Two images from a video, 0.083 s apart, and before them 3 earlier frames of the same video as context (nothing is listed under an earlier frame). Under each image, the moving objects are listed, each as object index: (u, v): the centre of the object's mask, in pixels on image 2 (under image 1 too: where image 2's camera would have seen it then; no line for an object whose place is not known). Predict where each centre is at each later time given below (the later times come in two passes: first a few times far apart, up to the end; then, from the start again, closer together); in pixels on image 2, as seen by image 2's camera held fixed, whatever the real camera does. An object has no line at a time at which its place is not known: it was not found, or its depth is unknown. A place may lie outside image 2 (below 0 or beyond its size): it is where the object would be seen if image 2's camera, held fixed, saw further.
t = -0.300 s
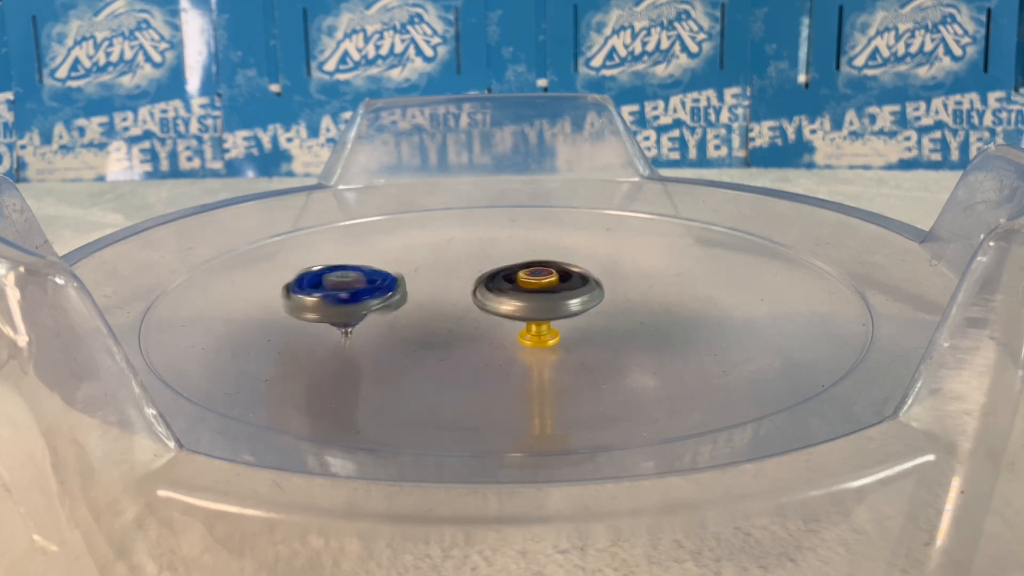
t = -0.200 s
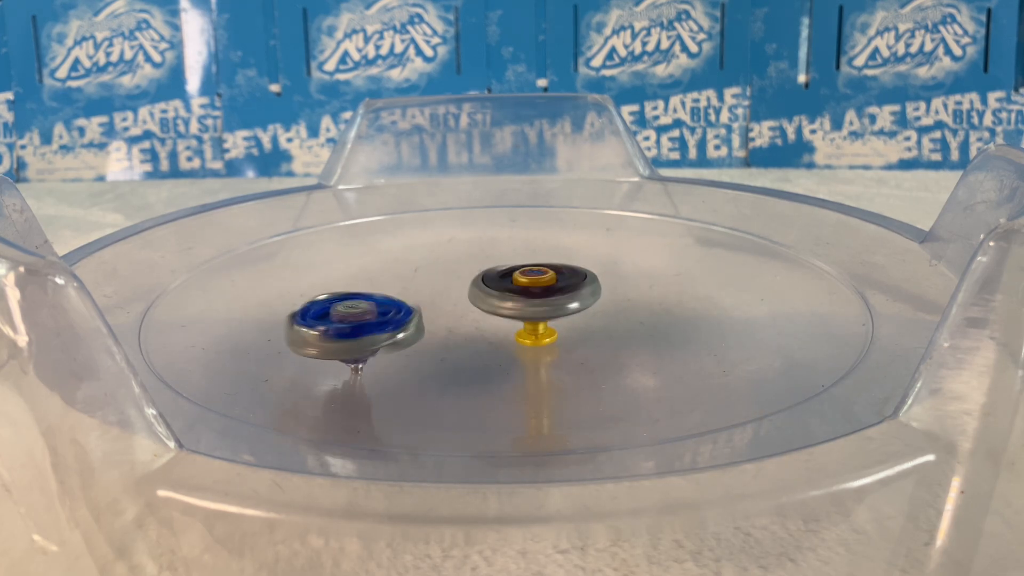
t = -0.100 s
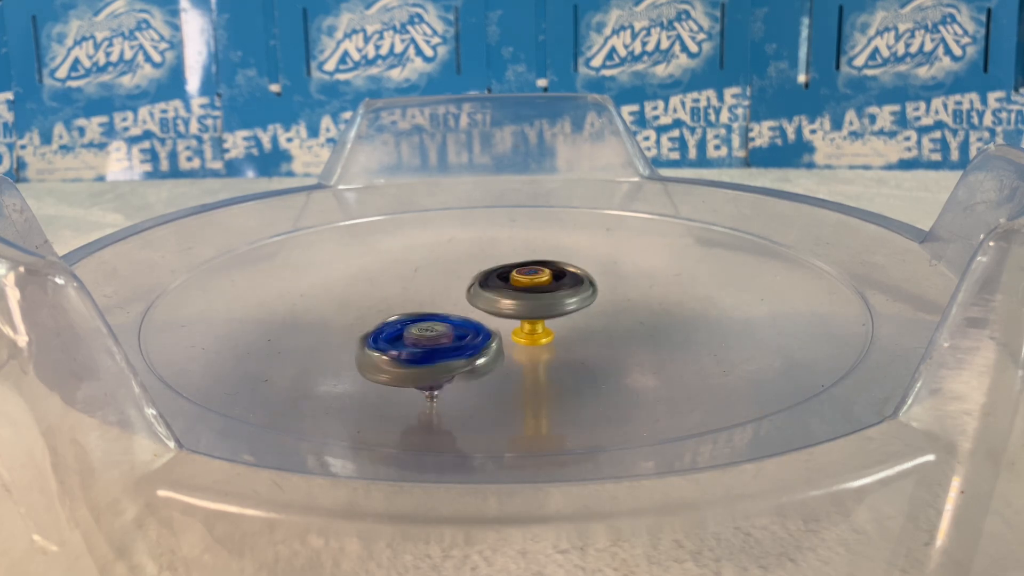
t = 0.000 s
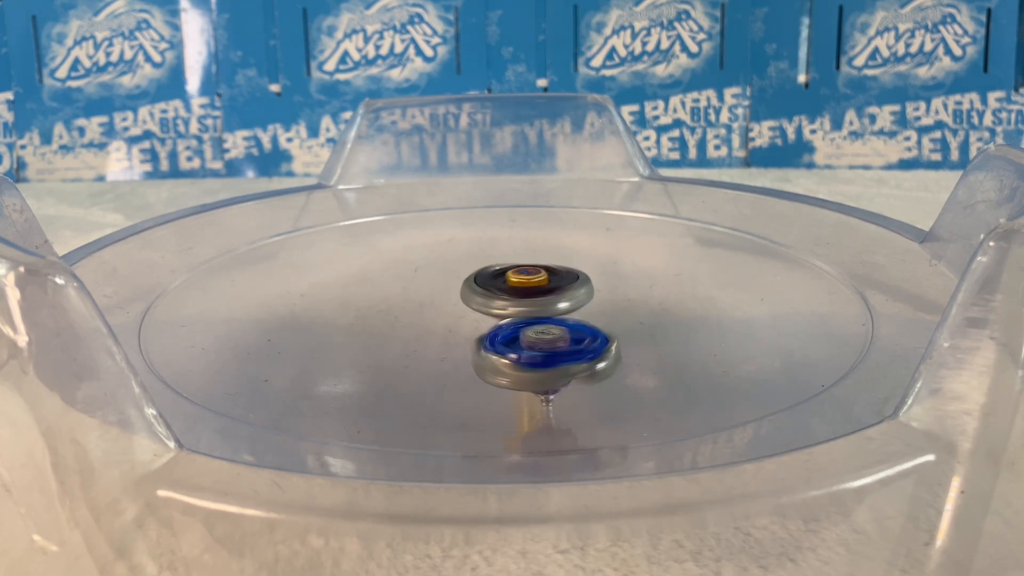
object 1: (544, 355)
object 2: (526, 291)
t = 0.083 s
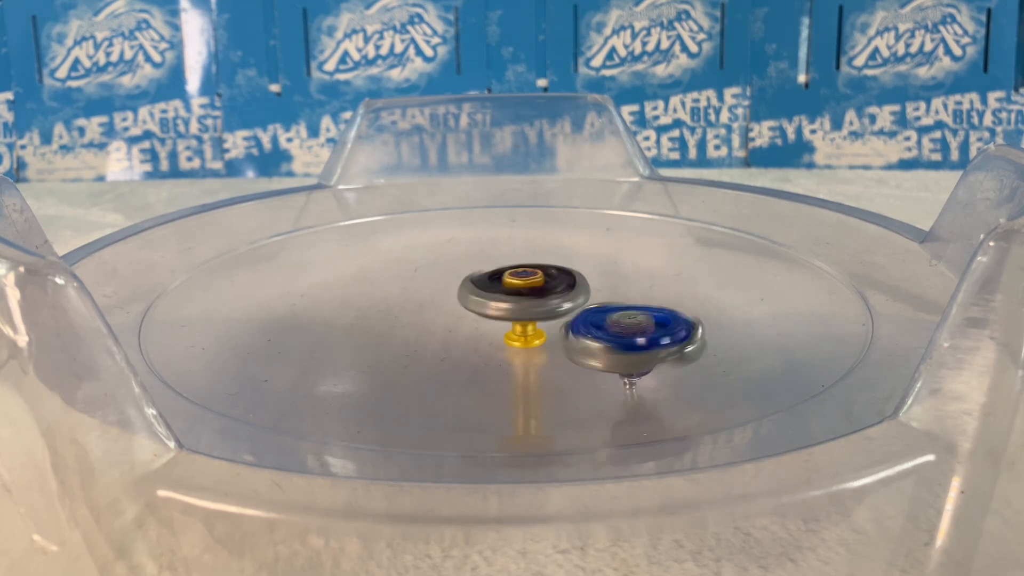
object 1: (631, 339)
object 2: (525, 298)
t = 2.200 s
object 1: (583, 345)
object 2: (497, 297)
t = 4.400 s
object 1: (602, 340)
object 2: (519, 298)
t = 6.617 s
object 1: (641, 325)
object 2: (503, 294)
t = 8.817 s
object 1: (303, 371)
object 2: (692, 192)
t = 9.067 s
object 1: (449, 348)
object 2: (605, 168)
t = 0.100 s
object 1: (644, 334)
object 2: (524, 298)
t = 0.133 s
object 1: (665, 325)
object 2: (522, 298)
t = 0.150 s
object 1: (672, 319)
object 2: (524, 298)
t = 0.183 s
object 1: (681, 308)
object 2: (522, 298)
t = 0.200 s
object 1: (682, 302)
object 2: (522, 298)
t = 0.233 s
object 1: (680, 292)
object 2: (522, 298)
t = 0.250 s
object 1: (676, 286)
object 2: (521, 299)
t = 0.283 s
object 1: (665, 278)
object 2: (521, 299)
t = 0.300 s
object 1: (657, 273)
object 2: (520, 299)
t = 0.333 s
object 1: (639, 266)
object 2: (519, 300)
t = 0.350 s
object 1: (629, 262)
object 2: (520, 300)
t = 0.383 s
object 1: (606, 257)
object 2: (517, 300)
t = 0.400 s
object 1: (594, 254)
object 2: (517, 300)
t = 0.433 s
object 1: (570, 249)
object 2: (517, 300)
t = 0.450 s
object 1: (556, 248)
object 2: (515, 301)
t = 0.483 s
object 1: (528, 246)
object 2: (516, 301)
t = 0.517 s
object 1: (500, 246)
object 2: (513, 301)
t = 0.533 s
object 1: (487, 247)
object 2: (513, 301)
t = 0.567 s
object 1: (460, 249)
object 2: (513, 300)
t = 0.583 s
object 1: (446, 251)
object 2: (511, 300)
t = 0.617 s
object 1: (421, 255)
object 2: (512, 301)
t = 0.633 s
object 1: (409, 258)
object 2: (511, 300)
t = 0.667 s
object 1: (387, 263)
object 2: (510, 301)
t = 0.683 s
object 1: (376, 267)
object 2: (511, 301)
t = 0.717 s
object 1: (358, 275)
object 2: (508, 301)
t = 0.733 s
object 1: (350, 279)
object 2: (509, 301)
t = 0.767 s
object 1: (338, 288)
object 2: (508, 300)
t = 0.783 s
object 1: (335, 293)
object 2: (507, 301)
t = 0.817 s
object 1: (331, 303)
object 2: (508, 300)
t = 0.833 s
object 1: (332, 309)
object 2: (506, 300)
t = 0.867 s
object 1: (339, 320)
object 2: (505, 301)
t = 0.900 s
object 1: (354, 330)
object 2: (504, 300)
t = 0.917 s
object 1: (364, 336)
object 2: (503, 301)
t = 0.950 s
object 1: (390, 344)
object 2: (503, 300)
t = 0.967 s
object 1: (406, 347)
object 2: (502, 300)
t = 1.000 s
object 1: (440, 353)
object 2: (504, 296)
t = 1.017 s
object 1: (459, 355)
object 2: (503, 293)
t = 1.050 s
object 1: (498, 355)
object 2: (501, 293)
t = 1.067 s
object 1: (518, 354)
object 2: (502, 293)
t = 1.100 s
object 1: (556, 351)
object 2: (498, 295)
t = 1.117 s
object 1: (574, 348)
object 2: (499, 297)
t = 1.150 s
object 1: (607, 341)
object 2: (500, 299)
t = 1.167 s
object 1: (622, 336)
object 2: (499, 299)
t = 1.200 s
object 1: (645, 328)
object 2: (501, 298)
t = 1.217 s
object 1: (655, 322)
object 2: (499, 298)
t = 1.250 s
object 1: (667, 311)
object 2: (500, 299)
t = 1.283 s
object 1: (672, 301)
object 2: (497, 298)
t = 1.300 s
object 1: (672, 295)
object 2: (497, 298)
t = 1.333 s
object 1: (666, 286)
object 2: (497, 298)
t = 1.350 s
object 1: (662, 281)
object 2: (495, 298)
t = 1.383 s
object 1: (649, 272)
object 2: (496, 298)
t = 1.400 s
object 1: (642, 268)
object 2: (495, 298)
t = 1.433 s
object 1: (623, 260)
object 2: (495, 298)
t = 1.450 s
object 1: (613, 257)
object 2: (495, 297)
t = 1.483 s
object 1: (590, 252)
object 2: (493, 298)
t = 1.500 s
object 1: (579, 249)
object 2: (494, 298)
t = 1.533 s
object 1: (554, 246)
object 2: (493, 298)
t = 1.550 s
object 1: (541, 244)
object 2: (494, 298)
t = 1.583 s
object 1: (515, 242)
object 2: (493, 298)
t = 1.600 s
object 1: (502, 243)
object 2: (493, 298)
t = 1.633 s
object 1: (475, 243)
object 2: (495, 297)
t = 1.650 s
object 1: (462, 244)
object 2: (493, 298)
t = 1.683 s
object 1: (437, 249)
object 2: (495, 298)
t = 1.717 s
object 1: (412, 255)
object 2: (493, 297)
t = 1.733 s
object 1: (402, 258)
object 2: (493, 297)
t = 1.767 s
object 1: (382, 265)
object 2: (493, 297)
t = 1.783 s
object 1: (373, 269)
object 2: (493, 297)
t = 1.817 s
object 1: (358, 277)
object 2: (493, 297)
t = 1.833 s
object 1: (352, 282)
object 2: (492, 297)
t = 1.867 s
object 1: (344, 292)
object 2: (493, 297)
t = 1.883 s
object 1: (342, 297)
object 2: (492, 297)
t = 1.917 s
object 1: (344, 308)
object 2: (492, 298)
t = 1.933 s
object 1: (347, 313)
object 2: (493, 297)
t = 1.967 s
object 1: (359, 323)
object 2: (493, 297)
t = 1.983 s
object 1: (368, 329)
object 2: (494, 298)
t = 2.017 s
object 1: (390, 338)
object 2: (493, 298)
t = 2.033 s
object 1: (403, 342)
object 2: (495, 298)
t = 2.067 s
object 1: (434, 348)
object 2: (496, 293)
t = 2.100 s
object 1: (469, 351)
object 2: (498, 291)
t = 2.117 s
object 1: (487, 351)
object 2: (497, 290)
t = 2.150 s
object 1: (527, 351)
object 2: (497, 291)
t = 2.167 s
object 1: (546, 350)
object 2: (498, 292)
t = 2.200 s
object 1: (583, 345)
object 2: (497, 297)
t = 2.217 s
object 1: (599, 342)
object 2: (500, 298)
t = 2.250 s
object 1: (628, 335)
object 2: (498, 298)
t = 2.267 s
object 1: (640, 330)
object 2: (500, 298)
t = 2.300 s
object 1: (660, 320)
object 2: (500, 297)
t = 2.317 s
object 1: (667, 314)
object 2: (500, 297)
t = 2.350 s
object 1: (677, 305)
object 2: (502, 297)
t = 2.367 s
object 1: (679, 299)
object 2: (502, 297)
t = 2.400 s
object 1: (678, 289)
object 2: (504, 296)
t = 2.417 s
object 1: (675, 284)
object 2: (503, 296)
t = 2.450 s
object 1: (665, 276)
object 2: (505, 296)
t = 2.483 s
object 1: (651, 268)
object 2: (504, 296)
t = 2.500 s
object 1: (642, 263)
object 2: (505, 296)
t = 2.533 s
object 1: (622, 257)
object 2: (505, 295)
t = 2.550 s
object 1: (611, 254)
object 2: (505, 295)
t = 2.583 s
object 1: (587, 251)
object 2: (505, 295)
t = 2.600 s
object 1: (575, 249)
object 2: (504, 295)
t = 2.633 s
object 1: (551, 245)
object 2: (505, 295)
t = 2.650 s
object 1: (538, 245)
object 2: (504, 295)
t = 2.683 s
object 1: (510, 244)
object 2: (506, 295)
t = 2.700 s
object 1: (497, 244)
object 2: (505, 295)
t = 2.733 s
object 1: (470, 247)
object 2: (506, 295)
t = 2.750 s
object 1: (456, 249)
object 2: (506, 294)
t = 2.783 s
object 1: (431, 255)
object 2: (505, 295)
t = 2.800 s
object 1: (421, 258)
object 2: (506, 295)
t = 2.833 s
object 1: (400, 265)
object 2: (504, 294)
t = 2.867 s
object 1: (382, 273)
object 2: (504, 294)
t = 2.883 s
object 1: (374, 278)
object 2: (503, 294)
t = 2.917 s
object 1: (361, 286)
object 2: (505, 294)
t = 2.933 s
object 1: (356, 291)
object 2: (503, 294)
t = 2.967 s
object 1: (351, 300)
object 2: (504, 294)
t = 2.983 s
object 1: (350, 305)
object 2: (502, 294)
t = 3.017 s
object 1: (354, 316)
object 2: (503, 295)
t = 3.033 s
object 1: (359, 321)
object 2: (503, 294)
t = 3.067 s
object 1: (373, 332)
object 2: (502, 295)
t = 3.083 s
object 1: (382, 336)
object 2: (503, 295)
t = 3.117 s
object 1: (406, 343)
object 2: (502, 295)
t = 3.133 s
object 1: (420, 346)
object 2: (503, 295)
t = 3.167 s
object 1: (454, 350)
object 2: (502, 291)
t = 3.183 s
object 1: (471, 352)
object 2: (503, 290)
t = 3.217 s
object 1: (507, 354)
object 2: (501, 290)
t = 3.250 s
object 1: (544, 352)
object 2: (503, 290)
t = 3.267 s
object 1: (562, 350)
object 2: (501, 293)
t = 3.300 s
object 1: (598, 344)
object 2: (504, 297)
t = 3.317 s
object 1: (613, 340)
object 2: (502, 296)
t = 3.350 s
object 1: (638, 334)
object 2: (504, 297)
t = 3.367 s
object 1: (649, 329)
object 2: (503, 297)
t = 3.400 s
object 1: (664, 318)
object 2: (503, 298)
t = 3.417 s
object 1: (669, 313)
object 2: (503, 297)
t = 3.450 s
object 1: (675, 303)
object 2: (503, 298)
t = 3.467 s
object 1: (674, 297)
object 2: (503, 297)
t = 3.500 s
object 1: (669, 289)
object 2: (501, 298)
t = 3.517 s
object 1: (665, 284)
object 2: (502, 298)
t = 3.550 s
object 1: (651, 275)
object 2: (501, 299)
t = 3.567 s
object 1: (643, 271)
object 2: (503, 299)
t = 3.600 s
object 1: (625, 264)
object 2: (503, 299)
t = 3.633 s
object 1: (604, 260)
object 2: (505, 299)
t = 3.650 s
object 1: (592, 258)
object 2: (504, 300)
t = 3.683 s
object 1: (570, 252)
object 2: (507, 300)
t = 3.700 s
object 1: (557, 250)
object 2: (506, 300)
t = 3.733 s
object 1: (530, 248)
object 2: (508, 301)
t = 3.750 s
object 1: (517, 248)
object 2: (507, 300)
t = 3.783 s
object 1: (490, 249)
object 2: (510, 301)
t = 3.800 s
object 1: (476, 250)
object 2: (510, 301)
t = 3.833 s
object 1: (452, 254)
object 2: (512, 302)
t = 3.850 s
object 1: (440, 257)
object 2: (512, 301)
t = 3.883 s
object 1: (416, 261)
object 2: (512, 302)
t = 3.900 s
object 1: (406, 264)
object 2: (513, 301)
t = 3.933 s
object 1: (386, 270)
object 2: (513, 302)
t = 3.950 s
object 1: (377, 274)
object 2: (514, 301)
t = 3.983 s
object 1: (361, 281)
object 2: (514, 302)
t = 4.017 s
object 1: (350, 290)
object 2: (514, 301)
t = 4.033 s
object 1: (347, 295)
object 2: (514, 302)
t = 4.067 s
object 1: (344, 305)
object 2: (515, 301)
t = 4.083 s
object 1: (345, 311)
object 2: (515, 302)
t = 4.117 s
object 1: (351, 320)
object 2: (516, 302)
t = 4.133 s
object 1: (356, 325)
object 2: (515, 302)
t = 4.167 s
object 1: (375, 334)
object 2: (517, 301)
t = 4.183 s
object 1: (386, 338)
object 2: (516, 302)
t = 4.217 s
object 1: (413, 345)
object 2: (519, 302)
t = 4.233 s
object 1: (427, 348)
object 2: (518, 302)
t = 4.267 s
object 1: (462, 350)
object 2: (522, 296)
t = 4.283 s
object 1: (481, 351)
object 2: (520, 294)
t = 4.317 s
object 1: (517, 353)
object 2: (522, 294)
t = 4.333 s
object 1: (535, 351)
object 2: (520, 293)
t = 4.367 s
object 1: (569, 346)
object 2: (521, 294)
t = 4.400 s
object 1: (602, 340)
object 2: (519, 298)
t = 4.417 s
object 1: (615, 336)
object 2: (523, 301)
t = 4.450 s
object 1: (636, 328)
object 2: (523, 301)
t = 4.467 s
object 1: (645, 322)
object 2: (526, 301)
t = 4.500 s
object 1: (658, 312)
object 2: (524, 301)
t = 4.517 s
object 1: (661, 307)
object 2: (526, 300)
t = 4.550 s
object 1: (662, 298)
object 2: (525, 300)
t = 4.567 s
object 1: (661, 292)
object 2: (526, 300)
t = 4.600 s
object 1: (654, 283)
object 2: (524, 299)
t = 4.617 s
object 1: (649, 278)
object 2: (525, 300)
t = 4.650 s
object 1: (636, 271)
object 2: (523, 299)
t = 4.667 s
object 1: (628, 267)
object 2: (524, 299)
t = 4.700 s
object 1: (609, 260)
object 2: (522, 299)
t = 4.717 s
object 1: (599, 257)
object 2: (523, 299)
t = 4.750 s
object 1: (577, 252)
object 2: (521, 299)
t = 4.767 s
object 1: (566, 250)
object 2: (521, 299)
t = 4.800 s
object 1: (542, 247)
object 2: (520, 299)
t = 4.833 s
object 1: (515, 245)
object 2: (521, 298)
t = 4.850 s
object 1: (503, 246)
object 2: (519, 299)
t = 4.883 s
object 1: (477, 249)
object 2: (521, 298)
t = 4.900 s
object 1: (465, 250)
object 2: (519, 298)
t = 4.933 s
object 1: (441, 254)
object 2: (520, 298)
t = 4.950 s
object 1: (430, 256)
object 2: (518, 298)
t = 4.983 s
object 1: (409, 262)
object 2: (519, 297)
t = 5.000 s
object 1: (399, 265)
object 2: (517, 297)
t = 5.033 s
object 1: (381, 272)
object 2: (518, 297)
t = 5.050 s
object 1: (373, 276)
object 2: (516, 297)
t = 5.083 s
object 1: (361, 285)
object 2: (517, 297)
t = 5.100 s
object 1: (357, 289)
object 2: (514, 297)
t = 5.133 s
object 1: (352, 298)
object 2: (514, 297)
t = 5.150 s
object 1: (352, 303)
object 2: (512, 297)
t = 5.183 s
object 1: (357, 314)
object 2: (512, 296)
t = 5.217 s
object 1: (368, 324)
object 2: (509, 296)
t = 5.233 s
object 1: (376, 328)
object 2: (509, 296)
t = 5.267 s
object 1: (397, 336)
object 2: (507, 296)
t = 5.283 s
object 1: (410, 340)
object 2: (507, 295)
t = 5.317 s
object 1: (439, 346)
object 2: (506, 293)
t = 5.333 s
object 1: (454, 347)
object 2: (506, 289)
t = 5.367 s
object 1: (490, 348)
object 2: (503, 289)
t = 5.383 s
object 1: (508, 349)
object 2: (502, 288)
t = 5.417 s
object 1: (542, 348)
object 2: (500, 289)
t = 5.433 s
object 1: (558, 345)
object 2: (498, 291)
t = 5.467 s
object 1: (592, 340)
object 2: (498, 296)
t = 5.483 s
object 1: (606, 337)
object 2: (497, 295)
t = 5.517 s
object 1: (629, 328)
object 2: (495, 296)
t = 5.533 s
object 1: (640, 325)
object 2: (494, 296)
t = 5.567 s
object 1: (655, 315)
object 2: (494, 296)
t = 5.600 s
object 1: (663, 305)
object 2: (491, 296)
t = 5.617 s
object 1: (665, 300)
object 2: (492, 296)
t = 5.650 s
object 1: (664, 291)
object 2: (490, 296)
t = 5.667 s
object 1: (661, 287)
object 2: (492, 297)
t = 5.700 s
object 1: (652, 278)
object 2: (490, 297)
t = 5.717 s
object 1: (645, 274)
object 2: (492, 298)
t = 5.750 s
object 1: (631, 267)
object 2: (491, 298)
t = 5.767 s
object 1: (622, 264)
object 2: (493, 298)
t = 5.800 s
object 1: (601, 258)
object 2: (492, 299)
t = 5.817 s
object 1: (590, 256)
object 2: (493, 299)
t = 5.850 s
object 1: (568, 253)
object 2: (493, 300)
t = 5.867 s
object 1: (557, 251)
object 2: (494, 300)
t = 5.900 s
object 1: (532, 248)
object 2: (495, 301)
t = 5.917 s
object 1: (519, 247)
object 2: (496, 300)
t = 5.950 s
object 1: (493, 250)
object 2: (498, 301)
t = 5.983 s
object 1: (468, 251)
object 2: (499, 301)
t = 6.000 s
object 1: (456, 253)
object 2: (501, 300)
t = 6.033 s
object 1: (432, 258)
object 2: (502, 300)
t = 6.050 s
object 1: (423, 263)
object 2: (504, 300)
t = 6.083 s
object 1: (403, 268)
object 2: (504, 299)
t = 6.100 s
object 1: (396, 272)
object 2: (506, 299)
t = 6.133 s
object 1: (381, 280)
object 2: (506, 298)
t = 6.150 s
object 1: (375, 285)
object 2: (508, 297)
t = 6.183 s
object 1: (366, 293)
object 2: (507, 297)
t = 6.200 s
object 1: (363, 297)
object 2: (508, 297)
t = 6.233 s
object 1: (362, 308)
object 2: (508, 297)
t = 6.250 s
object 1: (363, 312)
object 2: (508, 296)
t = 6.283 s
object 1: (372, 321)
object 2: (509, 297)
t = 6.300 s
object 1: (378, 327)
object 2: (508, 296)
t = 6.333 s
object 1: (396, 335)
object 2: (509, 296)
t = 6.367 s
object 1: (420, 342)
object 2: (507, 295)
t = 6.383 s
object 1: (434, 345)
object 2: (509, 294)
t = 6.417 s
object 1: (464, 348)
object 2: (507, 290)
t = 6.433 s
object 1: (481, 349)
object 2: (507, 289)
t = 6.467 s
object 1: (516, 350)
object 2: (505, 289)
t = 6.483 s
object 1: (532, 349)
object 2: (505, 288)
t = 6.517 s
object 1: (566, 345)
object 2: (504, 291)
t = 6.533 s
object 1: (582, 343)
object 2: (503, 292)
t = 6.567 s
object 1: (609, 336)
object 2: (503, 295)
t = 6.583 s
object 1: (621, 332)
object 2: (502, 294)
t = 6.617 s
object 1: (641, 325)
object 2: (503, 294)
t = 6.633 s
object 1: (648, 320)
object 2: (500, 294)
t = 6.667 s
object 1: (657, 310)
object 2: (501, 294)
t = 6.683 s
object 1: (660, 305)
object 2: (499, 295)
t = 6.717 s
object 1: (660, 297)
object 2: (499, 294)
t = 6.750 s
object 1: (653, 287)
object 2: (499, 296)
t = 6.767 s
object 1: (648, 283)
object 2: (498, 295)
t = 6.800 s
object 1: (635, 275)
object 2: (499, 297)
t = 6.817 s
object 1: (627, 271)
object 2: (497, 296)
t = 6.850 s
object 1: (610, 266)
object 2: (499, 297)
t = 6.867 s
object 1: (600, 264)
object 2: (497, 298)
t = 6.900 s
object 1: (578, 259)
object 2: (498, 298)
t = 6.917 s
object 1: (567, 256)
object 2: (498, 298)
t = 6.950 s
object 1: (546, 253)
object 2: (500, 299)
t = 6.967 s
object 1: (533, 251)
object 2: (500, 299)
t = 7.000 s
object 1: (506, 250)
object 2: (502, 299)
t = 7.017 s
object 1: (492, 251)
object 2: (504, 299)
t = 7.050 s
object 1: (467, 253)
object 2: (505, 300)
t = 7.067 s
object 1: (454, 255)
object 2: (507, 299)
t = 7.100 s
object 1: (431, 261)
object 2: (508, 299)
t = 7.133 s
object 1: (413, 267)
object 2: (509, 298)
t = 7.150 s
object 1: (404, 270)
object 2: (510, 299)
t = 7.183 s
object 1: (388, 277)
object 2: (510, 298)
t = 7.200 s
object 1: (380, 280)
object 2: (511, 299)
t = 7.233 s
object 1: (368, 288)
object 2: (511, 298)
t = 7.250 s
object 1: (364, 293)
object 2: (513, 299)
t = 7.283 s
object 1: (359, 302)
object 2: (513, 298)
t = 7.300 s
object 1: (359, 306)
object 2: (515, 298)
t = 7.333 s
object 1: (363, 316)
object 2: (514, 298)
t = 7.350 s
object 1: (366, 320)
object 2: (515, 298)
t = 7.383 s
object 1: (381, 329)
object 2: (516, 298)
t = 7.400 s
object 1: (390, 334)
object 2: (516, 298)
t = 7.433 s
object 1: (412, 340)
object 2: (518, 298)
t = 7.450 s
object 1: (427, 342)
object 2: (517, 297)
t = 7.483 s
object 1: (456, 347)
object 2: (520, 294)
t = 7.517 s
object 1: (489, 348)
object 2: (520, 291)
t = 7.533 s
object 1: (505, 349)
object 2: (520, 290)
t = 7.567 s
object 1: (538, 346)
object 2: (520, 290)
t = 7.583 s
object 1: (555, 345)
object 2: (517, 290)
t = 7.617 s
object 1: (584, 340)
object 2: (518, 293)
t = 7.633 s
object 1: (597, 336)
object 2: (517, 296)
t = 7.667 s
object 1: (620, 329)
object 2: (520, 298)
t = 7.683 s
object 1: (630, 325)
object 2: (520, 298)
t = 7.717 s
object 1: (652, 316)
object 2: (515, 296)
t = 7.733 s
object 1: (660, 313)
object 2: (513, 296)
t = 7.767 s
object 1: (670, 303)
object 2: (509, 295)
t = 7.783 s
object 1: (672, 298)
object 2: (509, 294)
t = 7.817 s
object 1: (672, 289)
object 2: (505, 294)
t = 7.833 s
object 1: (669, 284)
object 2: (505, 293)
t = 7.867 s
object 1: (662, 277)
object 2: (501, 293)
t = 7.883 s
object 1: (656, 273)
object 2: (500, 293)
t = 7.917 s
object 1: (641, 266)
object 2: (497, 294)
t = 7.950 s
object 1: (624, 261)
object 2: (493, 294)
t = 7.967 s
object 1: (613, 259)
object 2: (492, 294)
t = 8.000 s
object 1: (593, 256)
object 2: (488, 295)
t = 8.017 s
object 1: (581, 254)
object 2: (486, 295)
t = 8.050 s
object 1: (559, 252)
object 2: (485, 296)
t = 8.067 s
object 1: (547, 251)
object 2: (482, 296)
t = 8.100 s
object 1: (524, 250)
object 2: (483, 297)
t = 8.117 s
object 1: (511, 250)
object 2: (483, 298)
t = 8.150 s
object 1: (487, 251)
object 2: (484, 298)
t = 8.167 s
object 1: (472, 252)
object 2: (486, 299)
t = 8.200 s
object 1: (447, 257)
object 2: (488, 302)
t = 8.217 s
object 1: (439, 258)
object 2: (492, 305)
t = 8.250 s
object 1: (418, 259)
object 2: (497, 309)
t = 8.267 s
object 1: (408, 260)
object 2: (501, 311)
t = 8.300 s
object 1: (389, 263)
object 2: (508, 313)
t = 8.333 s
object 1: (371, 269)
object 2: (513, 314)
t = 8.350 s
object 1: (363, 271)
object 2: (516, 314)
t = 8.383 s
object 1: (349, 279)
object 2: (522, 314)
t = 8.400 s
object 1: (344, 282)
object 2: (522, 313)
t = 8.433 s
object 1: (337, 291)
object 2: (529, 312)
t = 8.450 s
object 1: (335, 295)
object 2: (530, 312)
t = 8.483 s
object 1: (336, 304)
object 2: (534, 310)
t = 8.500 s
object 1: (339, 310)
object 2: (537, 310)
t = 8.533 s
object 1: (350, 318)
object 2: (540, 309)
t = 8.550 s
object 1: (358, 324)
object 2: (543, 308)
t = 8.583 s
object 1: (378, 331)
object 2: (545, 307)
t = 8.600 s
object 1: (391, 335)
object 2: (545, 306)
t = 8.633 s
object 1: (418, 340)
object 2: (548, 305)
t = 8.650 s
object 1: (434, 342)
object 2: (546, 304)
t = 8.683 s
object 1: (466, 344)
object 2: (551, 301)
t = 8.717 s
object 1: (447, 346)
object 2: (586, 281)
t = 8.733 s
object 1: (418, 349)
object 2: (612, 267)
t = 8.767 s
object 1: (358, 373)
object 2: (654, 235)
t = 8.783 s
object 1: (331, 374)
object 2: (669, 220)
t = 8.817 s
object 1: (303, 371)
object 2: (692, 192)
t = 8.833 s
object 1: (305, 367)
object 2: (694, 179)
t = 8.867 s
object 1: (316, 376)
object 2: (696, 169)
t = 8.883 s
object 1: (324, 368)
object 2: (696, 166)
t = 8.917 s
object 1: (345, 367)
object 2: (688, 157)
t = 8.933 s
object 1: (357, 367)
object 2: (681, 156)
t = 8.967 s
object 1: (382, 363)
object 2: (662, 159)
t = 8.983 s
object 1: (393, 359)
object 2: (654, 159)
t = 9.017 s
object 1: (416, 354)
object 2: (635, 162)
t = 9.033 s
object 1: (429, 353)
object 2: (624, 164)
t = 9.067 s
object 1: (449, 348)
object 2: (605, 168)
